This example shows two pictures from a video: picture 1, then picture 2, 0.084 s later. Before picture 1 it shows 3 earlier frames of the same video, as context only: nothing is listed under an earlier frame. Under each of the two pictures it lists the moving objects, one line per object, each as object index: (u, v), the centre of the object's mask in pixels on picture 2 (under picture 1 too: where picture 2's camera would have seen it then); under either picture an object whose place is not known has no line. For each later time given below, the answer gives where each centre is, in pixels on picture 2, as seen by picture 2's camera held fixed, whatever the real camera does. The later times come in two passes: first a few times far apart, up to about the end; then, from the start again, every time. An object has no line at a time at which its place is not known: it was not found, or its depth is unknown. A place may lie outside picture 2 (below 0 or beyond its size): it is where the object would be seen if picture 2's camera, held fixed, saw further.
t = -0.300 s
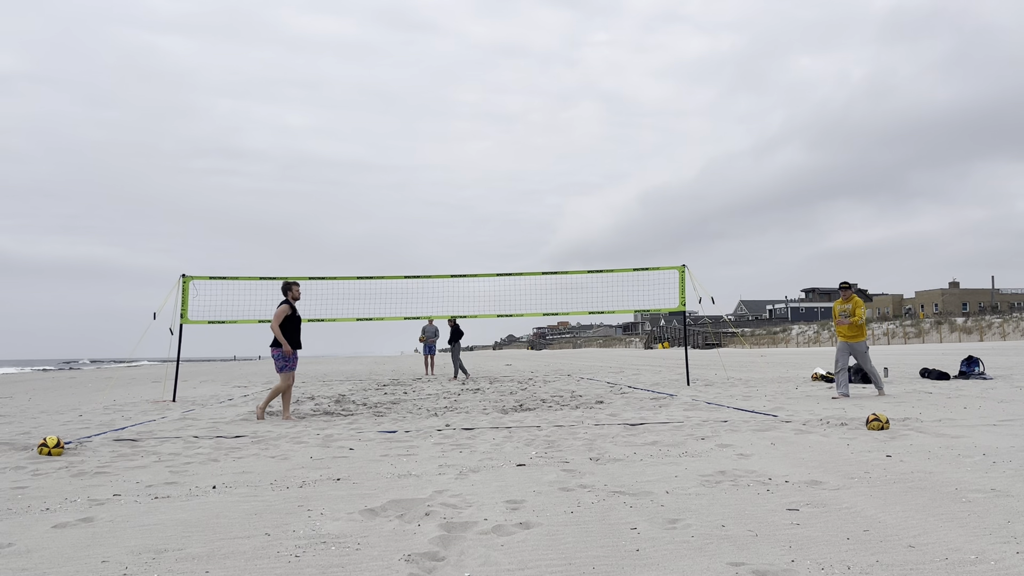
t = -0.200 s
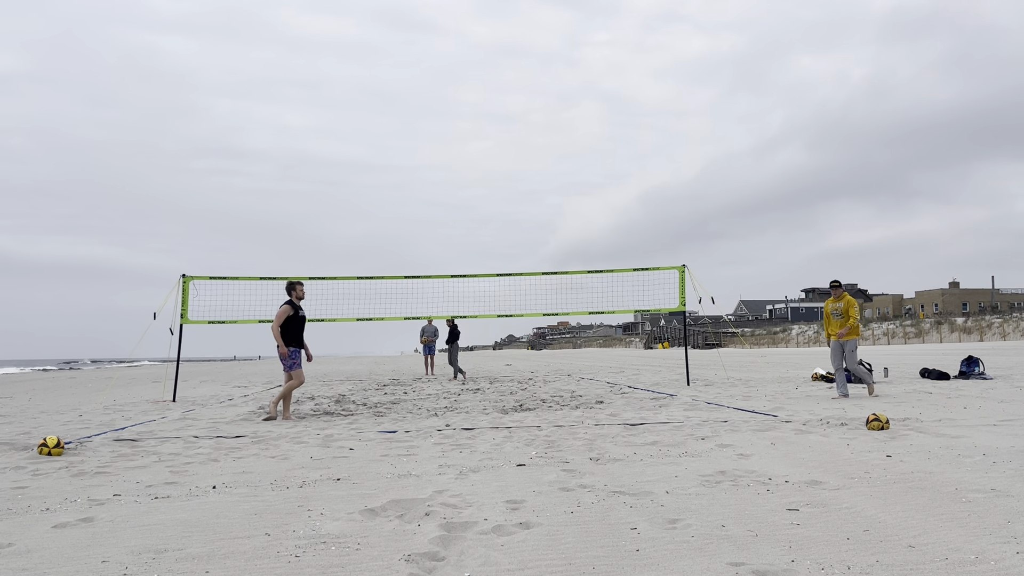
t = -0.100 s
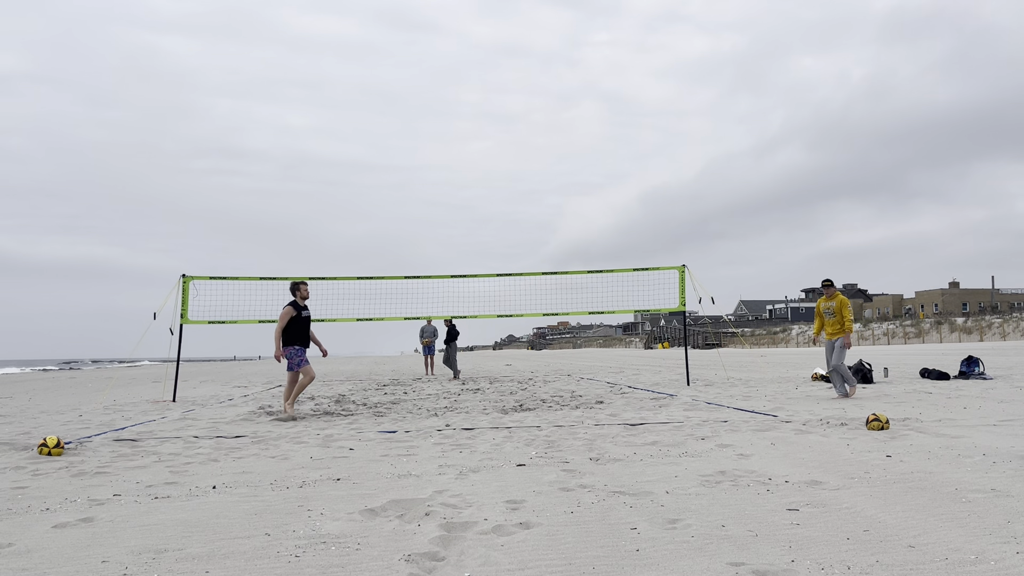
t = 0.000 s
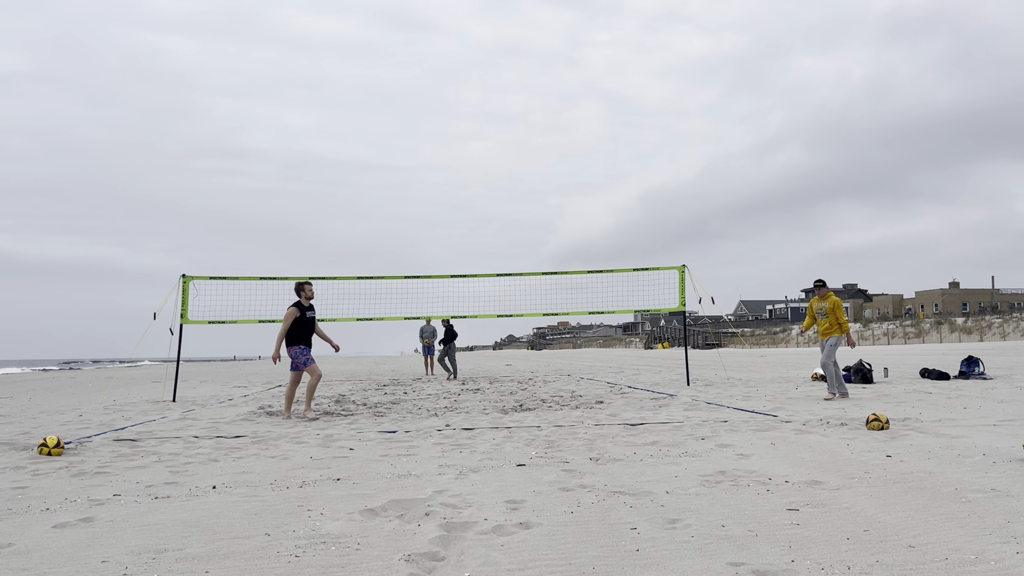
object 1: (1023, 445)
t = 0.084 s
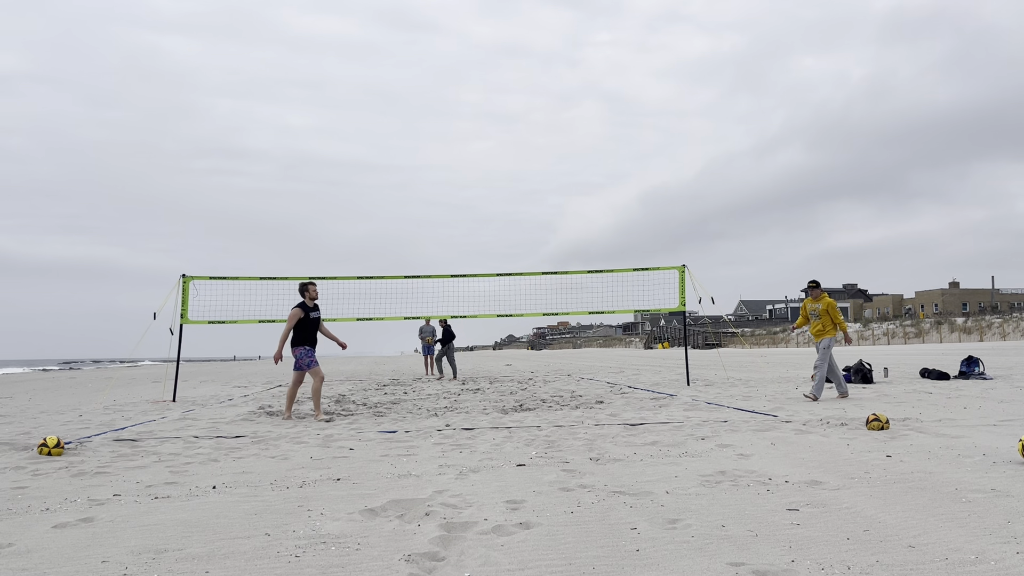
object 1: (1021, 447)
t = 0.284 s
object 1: (1015, 454)
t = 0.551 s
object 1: (999, 459)
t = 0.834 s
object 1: (970, 466)
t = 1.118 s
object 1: (937, 472)
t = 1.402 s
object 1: (902, 475)
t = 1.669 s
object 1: (871, 477)
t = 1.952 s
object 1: (840, 479)
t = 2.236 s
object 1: (814, 479)
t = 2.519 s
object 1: (788, 480)
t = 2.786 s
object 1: (765, 480)
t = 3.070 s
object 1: (744, 478)
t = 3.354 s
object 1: (730, 477)
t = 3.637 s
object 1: (722, 476)
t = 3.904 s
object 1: (718, 476)
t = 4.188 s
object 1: (712, 476)
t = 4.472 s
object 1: (712, 476)
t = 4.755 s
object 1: (714, 476)
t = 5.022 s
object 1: (713, 476)
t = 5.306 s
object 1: (713, 476)
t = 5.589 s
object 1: (713, 476)
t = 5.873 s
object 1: (713, 476)
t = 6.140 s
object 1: (713, 476)
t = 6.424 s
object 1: (713, 476)
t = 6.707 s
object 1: (714, 476)
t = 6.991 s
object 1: (713, 476)
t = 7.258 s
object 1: (713, 476)
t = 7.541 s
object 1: (713, 476)
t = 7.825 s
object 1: (713, 476)
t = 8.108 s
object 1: (713, 476)
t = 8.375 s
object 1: (713, 476)
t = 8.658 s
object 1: (713, 476)
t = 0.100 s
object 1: (1021, 447)
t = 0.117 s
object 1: (1020, 448)
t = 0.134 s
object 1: (1020, 448)
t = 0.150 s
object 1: (1019, 449)
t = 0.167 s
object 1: (1019, 450)
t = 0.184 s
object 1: (1018, 450)
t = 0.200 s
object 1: (1018, 451)
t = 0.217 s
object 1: (1017, 451)
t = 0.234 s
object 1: (1017, 451)
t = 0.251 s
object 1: (1016, 452)
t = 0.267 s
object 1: (1016, 453)
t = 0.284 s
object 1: (1015, 454)
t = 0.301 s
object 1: (1015, 454)
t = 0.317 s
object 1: (1014, 455)
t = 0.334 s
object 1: (1013, 455)
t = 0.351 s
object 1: (1013, 456)
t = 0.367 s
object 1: (1012, 456)
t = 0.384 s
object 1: (1011, 456)
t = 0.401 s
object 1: (1010, 457)
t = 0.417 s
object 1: (1009, 458)
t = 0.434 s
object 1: (1009, 458)
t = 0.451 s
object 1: (1008, 458)
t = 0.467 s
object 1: (1007, 458)
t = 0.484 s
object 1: (1005, 458)
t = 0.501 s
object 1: (1004, 458)
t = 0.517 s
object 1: (1002, 458)
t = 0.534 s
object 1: (1001, 459)
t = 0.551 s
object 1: (999, 459)
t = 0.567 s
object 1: (997, 460)
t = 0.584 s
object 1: (996, 460)
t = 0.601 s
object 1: (994, 461)
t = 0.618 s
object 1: (992, 462)
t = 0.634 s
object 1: (991, 462)
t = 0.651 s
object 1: (989, 462)
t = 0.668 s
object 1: (987, 463)
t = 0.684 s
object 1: (985, 463)
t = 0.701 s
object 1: (984, 464)
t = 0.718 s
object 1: (982, 464)
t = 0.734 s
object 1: (980, 465)
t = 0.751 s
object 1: (979, 465)
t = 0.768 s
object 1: (977, 465)
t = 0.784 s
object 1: (975, 466)
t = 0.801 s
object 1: (973, 466)
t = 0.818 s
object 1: (972, 466)
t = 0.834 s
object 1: (970, 466)
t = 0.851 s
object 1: (968, 467)
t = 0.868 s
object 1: (967, 467)
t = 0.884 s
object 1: (965, 468)
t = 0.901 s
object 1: (963, 468)
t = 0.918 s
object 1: (961, 468)
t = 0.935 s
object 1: (959, 468)
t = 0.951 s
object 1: (957, 469)
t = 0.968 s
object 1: (955, 469)
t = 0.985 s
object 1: (953, 470)
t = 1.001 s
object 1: (951, 470)
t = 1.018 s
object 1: (949, 470)
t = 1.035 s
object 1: (947, 471)
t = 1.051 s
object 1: (945, 471)
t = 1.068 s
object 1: (943, 471)
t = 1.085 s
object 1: (941, 472)
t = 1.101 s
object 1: (939, 472)
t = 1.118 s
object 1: (937, 472)
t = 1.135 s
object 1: (935, 472)
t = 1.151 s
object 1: (933, 472)
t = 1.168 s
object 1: (931, 472)
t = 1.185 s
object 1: (929, 473)
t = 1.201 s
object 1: (927, 473)
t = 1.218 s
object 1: (925, 473)
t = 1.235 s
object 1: (923, 473)
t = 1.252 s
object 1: (921, 473)
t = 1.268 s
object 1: (919, 474)
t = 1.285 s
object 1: (917, 474)
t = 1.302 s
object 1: (915, 474)
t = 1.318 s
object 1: (913, 474)
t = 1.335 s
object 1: (911, 474)
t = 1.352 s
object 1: (909, 475)
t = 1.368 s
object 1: (907, 475)
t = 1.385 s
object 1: (904, 475)
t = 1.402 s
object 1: (902, 475)
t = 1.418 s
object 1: (900, 475)
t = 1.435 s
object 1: (898, 476)
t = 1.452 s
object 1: (896, 476)
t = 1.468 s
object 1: (895, 476)
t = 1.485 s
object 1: (893, 476)
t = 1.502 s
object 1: (891, 476)
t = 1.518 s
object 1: (889, 476)
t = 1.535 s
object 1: (887, 476)
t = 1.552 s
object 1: (885, 476)
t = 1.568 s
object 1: (883, 476)
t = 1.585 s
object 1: (881, 476)
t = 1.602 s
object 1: (879, 477)
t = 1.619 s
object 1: (877, 477)
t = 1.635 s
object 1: (875, 477)
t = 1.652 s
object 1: (873, 477)
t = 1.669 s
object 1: (871, 477)
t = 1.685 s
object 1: (870, 477)
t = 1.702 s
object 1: (868, 478)
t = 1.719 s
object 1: (866, 478)
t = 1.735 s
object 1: (864, 478)
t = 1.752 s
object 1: (862, 478)
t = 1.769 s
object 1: (860, 478)
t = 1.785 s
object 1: (858, 478)
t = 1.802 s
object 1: (856, 478)
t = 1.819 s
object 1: (854, 478)
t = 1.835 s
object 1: (852, 478)
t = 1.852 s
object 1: (851, 478)
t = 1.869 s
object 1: (849, 478)
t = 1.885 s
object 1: (847, 478)
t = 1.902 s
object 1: (845, 478)
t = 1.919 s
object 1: (844, 478)
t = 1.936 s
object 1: (842, 479)
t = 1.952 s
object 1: (840, 479)
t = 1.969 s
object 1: (839, 479)
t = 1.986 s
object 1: (837, 479)
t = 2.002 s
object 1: (835, 479)
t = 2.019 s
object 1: (834, 479)
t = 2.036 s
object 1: (832, 479)
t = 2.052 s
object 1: (831, 479)
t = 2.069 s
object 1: (829, 479)
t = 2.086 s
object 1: (827, 479)
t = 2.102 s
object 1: (826, 479)
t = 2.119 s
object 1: (824, 479)
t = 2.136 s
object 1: (823, 479)
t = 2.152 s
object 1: (821, 479)
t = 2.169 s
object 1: (819, 479)
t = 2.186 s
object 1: (818, 479)
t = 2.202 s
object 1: (816, 479)
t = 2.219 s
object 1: (815, 479)
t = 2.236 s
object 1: (814, 479)
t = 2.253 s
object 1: (812, 479)
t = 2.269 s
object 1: (811, 480)
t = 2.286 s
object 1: (809, 480)
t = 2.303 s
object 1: (808, 480)
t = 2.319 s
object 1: (806, 480)
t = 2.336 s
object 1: (805, 480)
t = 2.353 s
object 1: (803, 480)
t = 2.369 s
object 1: (802, 480)
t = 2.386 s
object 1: (800, 480)
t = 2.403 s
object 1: (799, 480)
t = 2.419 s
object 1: (797, 480)
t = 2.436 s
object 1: (796, 480)
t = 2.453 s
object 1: (794, 480)
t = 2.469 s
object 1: (793, 480)
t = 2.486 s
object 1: (791, 480)
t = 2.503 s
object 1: (789, 480)
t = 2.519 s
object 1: (788, 480)
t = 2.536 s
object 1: (787, 480)
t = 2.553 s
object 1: (785, 480)
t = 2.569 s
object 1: (784, 480)
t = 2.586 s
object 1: (782, 480)
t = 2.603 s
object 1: (781, 480)
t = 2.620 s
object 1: (779, 480)
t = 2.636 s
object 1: (777, 480)
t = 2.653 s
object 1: (776, 480)
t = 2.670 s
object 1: (774, 480)
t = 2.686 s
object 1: (773, 480)
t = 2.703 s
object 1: (772, 480)
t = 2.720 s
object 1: (770, 480)
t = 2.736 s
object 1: (769, 480)
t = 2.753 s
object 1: (767, 480)
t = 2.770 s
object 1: (766, 480)
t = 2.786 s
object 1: (765, 480)
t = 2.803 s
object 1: (763, 480)
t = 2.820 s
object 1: (762, 480)
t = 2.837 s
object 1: (761, 480)
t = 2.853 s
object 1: (759, 480)
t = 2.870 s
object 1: (758, 480)
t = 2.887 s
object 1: (757, 480)
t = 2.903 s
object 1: (756, 480)
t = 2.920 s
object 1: (754, 480)
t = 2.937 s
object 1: (753, 480)
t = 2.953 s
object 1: (752, 479)
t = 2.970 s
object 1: (751, 479)
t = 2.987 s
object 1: (749, 479)
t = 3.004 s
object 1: (748, 479)
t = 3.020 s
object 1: (747, 479)
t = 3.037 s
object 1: (746, 479)
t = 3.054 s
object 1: (745, 479)
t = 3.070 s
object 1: (744, 478)
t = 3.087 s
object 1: (743, 478)
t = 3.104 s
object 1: (742, 478)
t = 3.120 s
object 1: (741, 478)
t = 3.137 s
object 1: (740, 478)
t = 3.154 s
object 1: (739, 478)
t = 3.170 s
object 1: (738, 478)
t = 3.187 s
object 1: (737, 478)
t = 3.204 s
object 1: (737, 478)
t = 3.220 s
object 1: (736, 478)
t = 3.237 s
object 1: (735, 477)
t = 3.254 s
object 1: (734, 477)
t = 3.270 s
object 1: (734, 477)
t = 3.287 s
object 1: (733, 477)
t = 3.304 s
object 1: (732, 477)
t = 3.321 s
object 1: (732, 477)
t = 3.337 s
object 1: (731, 477)
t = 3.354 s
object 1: (730, 477)
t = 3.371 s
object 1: (730, 477)
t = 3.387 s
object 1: (729, 477)
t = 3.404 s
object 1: (729, 477)
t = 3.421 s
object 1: (728, 477)
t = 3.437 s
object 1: (727, 477)
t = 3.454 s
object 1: (727, 477)
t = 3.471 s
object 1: (726, 477)
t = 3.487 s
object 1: (726, 477)
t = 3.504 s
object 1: (725, 477)
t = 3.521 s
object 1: (725, 477)
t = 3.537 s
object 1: (725, 477)
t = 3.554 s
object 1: (724, 477)
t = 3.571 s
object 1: (724, 476)
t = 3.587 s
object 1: (723, 476)
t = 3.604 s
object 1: (723, 476)
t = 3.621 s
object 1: (722, 476)
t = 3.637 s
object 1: (722, 476)
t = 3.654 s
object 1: (722, 476)
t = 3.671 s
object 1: (721, 476)
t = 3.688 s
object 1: (721, 476)
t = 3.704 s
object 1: (721, 476)
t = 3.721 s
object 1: (720, 476)
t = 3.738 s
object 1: (720, 476)
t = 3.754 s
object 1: (720, 476)
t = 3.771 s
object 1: (720, 476)
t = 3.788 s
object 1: (719, 476)
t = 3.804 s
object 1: (719, 476)
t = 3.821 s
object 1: (719, 476)
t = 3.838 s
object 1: (719, 476)
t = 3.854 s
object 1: (718, 476)
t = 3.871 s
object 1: (718, 476)
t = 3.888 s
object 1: (718, 476)
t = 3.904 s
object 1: (718, 476)
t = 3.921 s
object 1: (717, 476)
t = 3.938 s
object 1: (717, 476)
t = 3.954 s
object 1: (717, 476)
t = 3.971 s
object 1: (717, 476)
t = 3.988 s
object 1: (716, 476)
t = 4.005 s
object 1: (716, 476)
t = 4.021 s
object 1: (716, 476)
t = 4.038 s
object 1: (715, 476)
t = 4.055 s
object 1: (715, 476)
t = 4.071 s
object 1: (714, 476)
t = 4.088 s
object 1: (714, 476)
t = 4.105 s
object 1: (714, 476)
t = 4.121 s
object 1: (713, 476)
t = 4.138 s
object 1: (713, 476)
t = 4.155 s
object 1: (713, 476)
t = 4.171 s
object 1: (712, 476)
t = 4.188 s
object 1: (712, 476)
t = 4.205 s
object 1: (712, 476)
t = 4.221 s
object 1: (712, 476)
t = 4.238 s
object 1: (712, 476)
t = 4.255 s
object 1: (711, 476)
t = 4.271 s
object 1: (711, 475)
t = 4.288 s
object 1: (711, 476)
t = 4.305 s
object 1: (711, 476)
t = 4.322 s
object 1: (711, 476)
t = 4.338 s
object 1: (711, 476)
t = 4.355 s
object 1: (711, 476)
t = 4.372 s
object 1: (711, 476)
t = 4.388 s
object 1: (711, 476)
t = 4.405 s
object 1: (712, 476)
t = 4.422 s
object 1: (712, 476)
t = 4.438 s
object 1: (712, 476)
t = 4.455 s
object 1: (712, 476)
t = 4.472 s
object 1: (712, 476)
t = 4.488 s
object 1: (712, 476)
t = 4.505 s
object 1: (713, 476)
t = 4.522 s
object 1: (713, 476)
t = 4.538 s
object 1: (713, 476)
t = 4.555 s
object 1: (713, 476)
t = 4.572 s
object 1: (713, 476)
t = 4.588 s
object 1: (714, 476)
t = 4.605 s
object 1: (714, 476)
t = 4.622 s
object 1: (714, 476)
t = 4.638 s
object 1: (714, 476)
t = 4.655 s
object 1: (714, 476)
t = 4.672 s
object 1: (714, 476)
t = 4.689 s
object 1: (714, 476)
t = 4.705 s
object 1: (714, 476)
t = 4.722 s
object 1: (714, 476)
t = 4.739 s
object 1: (714, 476)
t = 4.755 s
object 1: (714, 476)
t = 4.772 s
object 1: (714, 476)
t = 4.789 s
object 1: (713, 476)
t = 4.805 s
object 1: (713, 476)
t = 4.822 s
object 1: (713, 476)
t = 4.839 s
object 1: (713, 476)
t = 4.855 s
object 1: (713, 476)
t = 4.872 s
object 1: (713, 476)
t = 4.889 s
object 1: (713, 476)
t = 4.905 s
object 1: (713, 476)
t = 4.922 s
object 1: (713, 476)
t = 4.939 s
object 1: (713, 476)
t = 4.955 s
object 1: (713, 476)
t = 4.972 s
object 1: (713, 476)
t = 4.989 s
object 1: (713, 476)
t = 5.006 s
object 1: (713, 476)
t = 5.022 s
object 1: (713, 476)
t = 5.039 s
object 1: (713, 476)
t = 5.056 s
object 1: (713, 476)
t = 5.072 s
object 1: (713, 476)
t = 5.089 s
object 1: (713, 476)
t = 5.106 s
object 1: (713, 476)
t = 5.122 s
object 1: (713, 476)
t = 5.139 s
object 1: (713, 476)
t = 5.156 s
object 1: (713, 476)
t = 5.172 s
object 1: (713, 476)
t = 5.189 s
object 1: (713, 476)
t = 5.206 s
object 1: (713, 476)
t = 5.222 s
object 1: (713, 476)
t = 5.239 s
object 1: (713, 476)
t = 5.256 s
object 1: (713, 476)
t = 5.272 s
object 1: (713, 476)
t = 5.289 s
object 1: (713, 476)
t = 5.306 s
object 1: (713, 476)
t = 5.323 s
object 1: (713, 476)
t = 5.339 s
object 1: (713, 476)
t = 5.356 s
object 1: (713, 476)
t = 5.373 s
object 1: (713, 476)
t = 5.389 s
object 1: (713, 476)
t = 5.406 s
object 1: (713, 476)
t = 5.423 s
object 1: (713, 476)
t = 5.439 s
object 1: (713, 476)
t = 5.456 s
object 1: (713, 476)
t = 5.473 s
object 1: (713, 476)
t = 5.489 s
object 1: (713, 476)
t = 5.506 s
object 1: (713, 476)
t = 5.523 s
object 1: (713, 476)
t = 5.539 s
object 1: (713, 476)
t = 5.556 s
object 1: (713, 476)
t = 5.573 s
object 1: (713, 476)
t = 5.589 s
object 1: (713, 476)
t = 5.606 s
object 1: (713, 476)
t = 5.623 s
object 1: (713, 476)
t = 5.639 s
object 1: (713, 476)
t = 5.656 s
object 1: (713, 476)
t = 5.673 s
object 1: (713, 476)
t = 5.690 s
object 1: (713, 476)
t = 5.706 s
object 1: (713, 476)
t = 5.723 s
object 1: (713, 476)
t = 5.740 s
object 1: (713, 476)
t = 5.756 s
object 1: (713, 476)
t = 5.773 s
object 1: (713, 476)
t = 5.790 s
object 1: (713, 476)
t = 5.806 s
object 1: (713, 476)
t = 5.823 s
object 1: (713, 476)
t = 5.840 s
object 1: (713, 476)
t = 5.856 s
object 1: (713, 476)
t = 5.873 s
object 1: (713, 476)
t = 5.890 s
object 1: (713, 476)
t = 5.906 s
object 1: (713, 476)
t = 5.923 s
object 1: (713, 476)
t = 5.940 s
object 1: (713, 476)
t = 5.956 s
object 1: (713, 476)
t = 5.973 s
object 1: (713, 476)
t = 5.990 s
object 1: (713, 476)
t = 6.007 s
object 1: (713, 476)
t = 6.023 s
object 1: (713, 476)
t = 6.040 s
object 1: (713, 476)
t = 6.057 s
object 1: (713, 476)
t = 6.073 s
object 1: (713, 476)
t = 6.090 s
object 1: (713, 476)
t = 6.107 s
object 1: (713, 476)
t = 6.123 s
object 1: (713, 476)
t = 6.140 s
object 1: (713, 476)
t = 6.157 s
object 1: (713, 476)
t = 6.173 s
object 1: (713, 476)
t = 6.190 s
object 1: (713, 476)
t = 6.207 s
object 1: (713, 476)
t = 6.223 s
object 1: (713, 476)
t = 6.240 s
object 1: (713, 476)
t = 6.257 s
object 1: (713, 476)
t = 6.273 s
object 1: (713, 476)
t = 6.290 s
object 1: (713, 476)
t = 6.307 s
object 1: (713, 476)
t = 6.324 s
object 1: (713, 476)
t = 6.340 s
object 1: (713, 476)
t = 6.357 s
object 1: (713, 476)
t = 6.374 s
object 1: (713, 476)
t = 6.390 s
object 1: (713, 476)
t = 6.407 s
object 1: (713, 476)
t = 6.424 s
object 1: (713, 476)
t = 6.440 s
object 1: (713, 476)
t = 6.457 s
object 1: (713, 476)
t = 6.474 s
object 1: (713, 476)
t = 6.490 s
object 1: (713, 476)
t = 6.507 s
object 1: (713, 476)
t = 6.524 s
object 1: (713, 476)
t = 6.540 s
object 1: (713, 476)
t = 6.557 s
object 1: (713, 476)
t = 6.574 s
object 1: (713, 476)
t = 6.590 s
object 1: (713, 476)
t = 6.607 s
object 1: (713, 476)
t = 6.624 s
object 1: (713, 476)
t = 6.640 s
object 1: (713, 476)
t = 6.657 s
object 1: (713, 476)
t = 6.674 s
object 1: (713, 476)
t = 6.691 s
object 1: (713, 476)
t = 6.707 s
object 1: (714, 476)
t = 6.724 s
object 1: (714, 476)
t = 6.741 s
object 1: (713, 476)
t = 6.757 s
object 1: (713, 476)
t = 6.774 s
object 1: (713, 476)
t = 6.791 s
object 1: (713, 476)
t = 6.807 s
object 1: (713, 476)
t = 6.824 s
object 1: (713, 476)
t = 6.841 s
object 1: (713, 476)
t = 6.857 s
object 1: (713, 476)
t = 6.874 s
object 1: (713, 476)
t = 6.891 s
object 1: (713, 476)
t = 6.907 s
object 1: (713, 476)
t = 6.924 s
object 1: (713, 476)
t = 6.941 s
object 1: (713, 476)
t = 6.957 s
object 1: (713, 476)
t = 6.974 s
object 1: (713, 476)
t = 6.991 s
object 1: (713, 476)
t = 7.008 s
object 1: (713, 476)
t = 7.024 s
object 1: (714, 476)
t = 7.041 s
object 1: (713, 476)
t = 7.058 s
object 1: (713, 476)
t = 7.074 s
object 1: (713, 476)
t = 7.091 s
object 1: (713, 476)
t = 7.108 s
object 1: (713, 476)
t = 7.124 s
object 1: (713, 476)
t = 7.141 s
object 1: (713, 476)
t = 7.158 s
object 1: (713, 476)
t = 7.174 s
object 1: (713, 476)
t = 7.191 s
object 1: (713, 476)
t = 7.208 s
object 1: (713, 476)
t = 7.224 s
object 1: (713, 476)
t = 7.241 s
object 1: (713, 476)
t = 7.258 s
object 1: (713, 476)
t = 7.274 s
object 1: (713, 476)
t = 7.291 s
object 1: (713, 476)
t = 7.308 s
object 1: (713, 476)
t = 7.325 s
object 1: (713, 476)
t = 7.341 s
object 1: (713, 476)
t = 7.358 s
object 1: (713, 476)
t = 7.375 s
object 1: (713, 476)
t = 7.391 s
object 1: (713, 476)
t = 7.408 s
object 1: (713, 476)
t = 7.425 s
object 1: (713, 476)
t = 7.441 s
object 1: (713, 476)
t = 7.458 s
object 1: (713, 476)
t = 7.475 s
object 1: (713, 476)
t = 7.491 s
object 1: (713, 476)
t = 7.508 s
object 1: (713, 476)
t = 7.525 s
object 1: (713, 476)
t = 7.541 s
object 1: (713, 476)
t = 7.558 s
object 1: (713, 476)
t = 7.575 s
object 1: (713, 476)
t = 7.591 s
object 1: (713, 476)
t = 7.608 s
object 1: (713, 476)
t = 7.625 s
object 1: (713, 476)
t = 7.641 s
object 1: (713, 476)
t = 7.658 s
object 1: (713, 476)
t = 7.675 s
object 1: (713, 476)
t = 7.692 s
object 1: (713, 476)
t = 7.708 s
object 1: (713, 476)
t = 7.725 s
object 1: (713, 476)
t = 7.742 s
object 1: (713, 476)
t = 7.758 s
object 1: (713, 476)
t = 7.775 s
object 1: (713, 476)
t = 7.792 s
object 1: (713, 476)
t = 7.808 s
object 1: (713, 476)
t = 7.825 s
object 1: (713, 476)
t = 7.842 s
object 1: (713, 476)
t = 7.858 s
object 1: (713, 476)
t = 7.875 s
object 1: (713, 476)
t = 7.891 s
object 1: (713, 476)
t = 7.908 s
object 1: (713, 476)
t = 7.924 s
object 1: (713, 476)
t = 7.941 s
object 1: (713, 476)
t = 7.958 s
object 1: (713, 476)
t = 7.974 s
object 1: (713, 476)
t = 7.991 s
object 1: (713, 476)
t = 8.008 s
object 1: (713, 476)
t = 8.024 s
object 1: (713, 476)
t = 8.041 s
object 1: (713, 476)
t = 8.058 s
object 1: (713, 476)
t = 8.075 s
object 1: (713, 476)
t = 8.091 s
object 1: (713, 476)
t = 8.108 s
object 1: (713, 476)
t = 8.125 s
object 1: (713, 476)
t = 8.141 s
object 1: (713, 476)
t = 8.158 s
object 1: (713, 476)
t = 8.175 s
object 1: (713, 476)
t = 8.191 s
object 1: (713, 476)
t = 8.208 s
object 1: (713, 476)
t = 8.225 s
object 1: (713, 476)
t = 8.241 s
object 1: (713, 476)
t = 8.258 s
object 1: (713, 476)
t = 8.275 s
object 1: (713, 476)
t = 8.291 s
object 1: (713, 476)
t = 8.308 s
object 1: (713, 476)
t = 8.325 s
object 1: (713, 476)
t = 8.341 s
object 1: (713, 476)
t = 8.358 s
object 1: (713, 476)
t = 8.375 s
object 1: (713, 476)
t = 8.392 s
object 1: (713, 476)
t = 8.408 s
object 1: (713, 476)
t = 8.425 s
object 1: (713, 476)
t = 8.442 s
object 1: (713, 476)
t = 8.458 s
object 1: (713, 476)
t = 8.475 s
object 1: (713, 476)
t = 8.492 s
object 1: (713, 476)
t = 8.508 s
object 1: (713, 476)
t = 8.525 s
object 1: (713, 476)
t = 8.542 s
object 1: (713, 476)
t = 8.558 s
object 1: (713, 476)
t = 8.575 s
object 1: (713, 476)
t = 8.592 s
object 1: (713, 476)
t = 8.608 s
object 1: (713, 476)
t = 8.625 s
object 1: (713, 476)
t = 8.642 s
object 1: (713, 476)
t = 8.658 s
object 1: (713, 476)
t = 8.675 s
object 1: (713, 476)
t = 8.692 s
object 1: (713, 476)
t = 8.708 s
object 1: (713, 476)
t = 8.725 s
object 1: (713, 476)
